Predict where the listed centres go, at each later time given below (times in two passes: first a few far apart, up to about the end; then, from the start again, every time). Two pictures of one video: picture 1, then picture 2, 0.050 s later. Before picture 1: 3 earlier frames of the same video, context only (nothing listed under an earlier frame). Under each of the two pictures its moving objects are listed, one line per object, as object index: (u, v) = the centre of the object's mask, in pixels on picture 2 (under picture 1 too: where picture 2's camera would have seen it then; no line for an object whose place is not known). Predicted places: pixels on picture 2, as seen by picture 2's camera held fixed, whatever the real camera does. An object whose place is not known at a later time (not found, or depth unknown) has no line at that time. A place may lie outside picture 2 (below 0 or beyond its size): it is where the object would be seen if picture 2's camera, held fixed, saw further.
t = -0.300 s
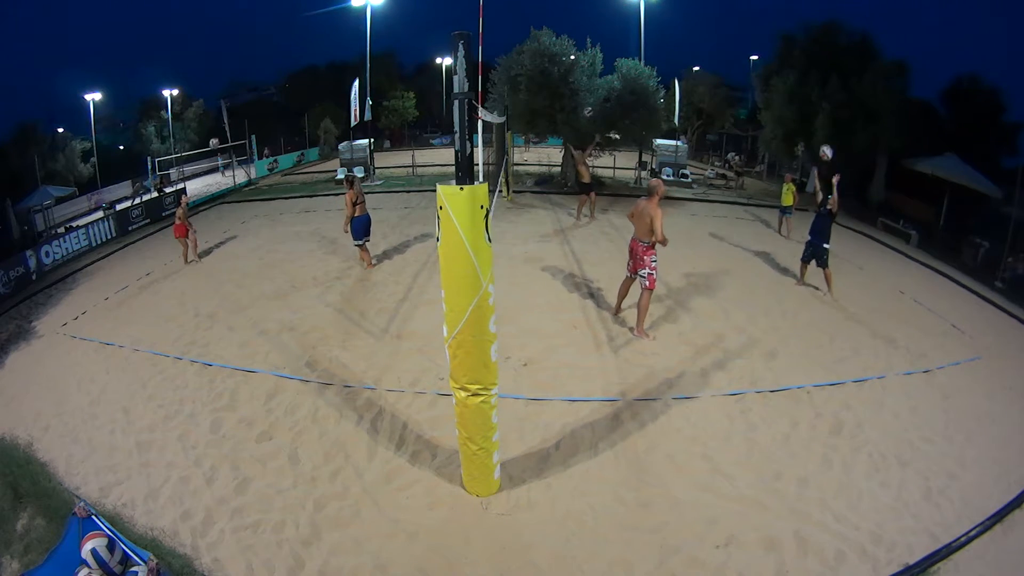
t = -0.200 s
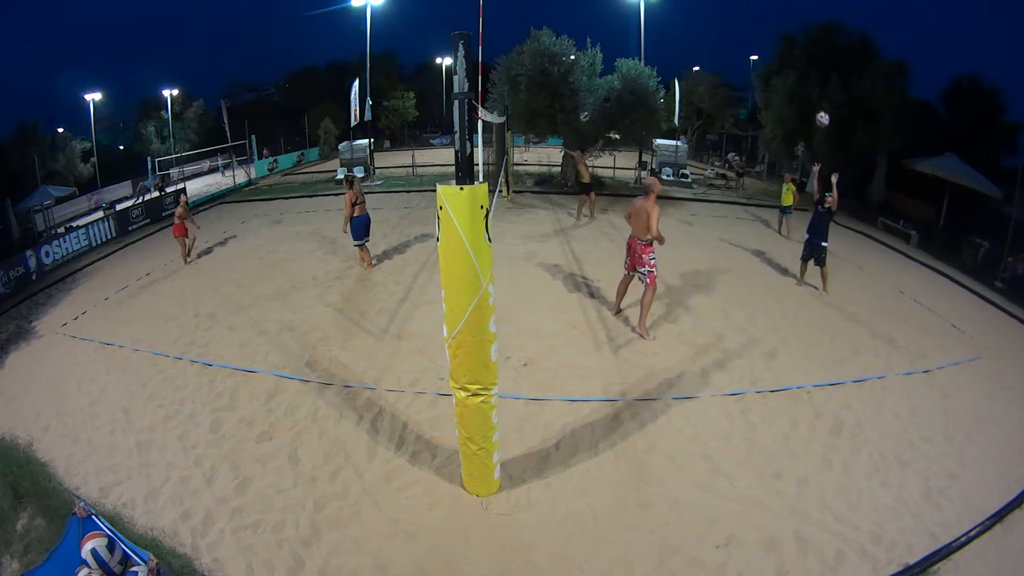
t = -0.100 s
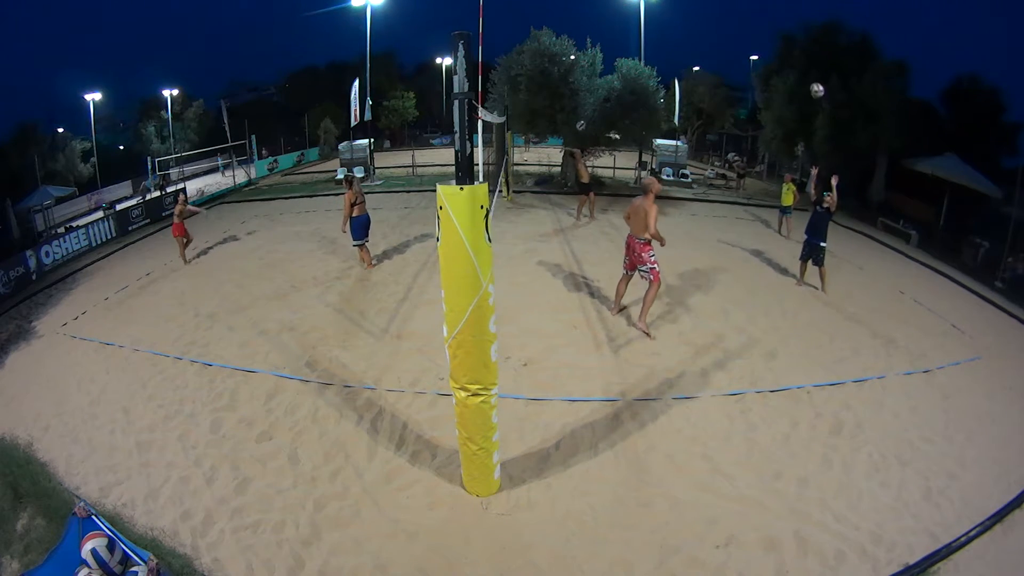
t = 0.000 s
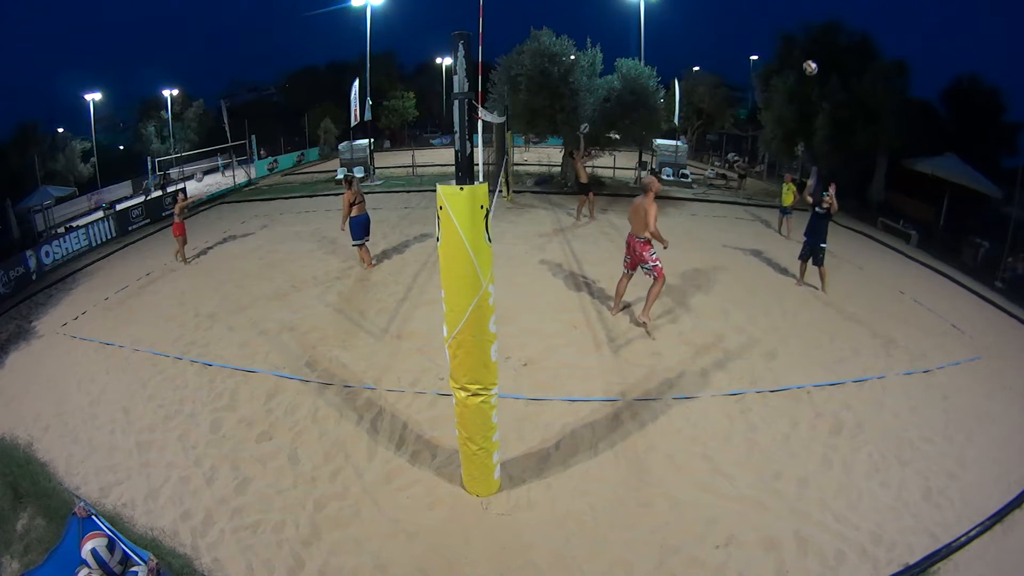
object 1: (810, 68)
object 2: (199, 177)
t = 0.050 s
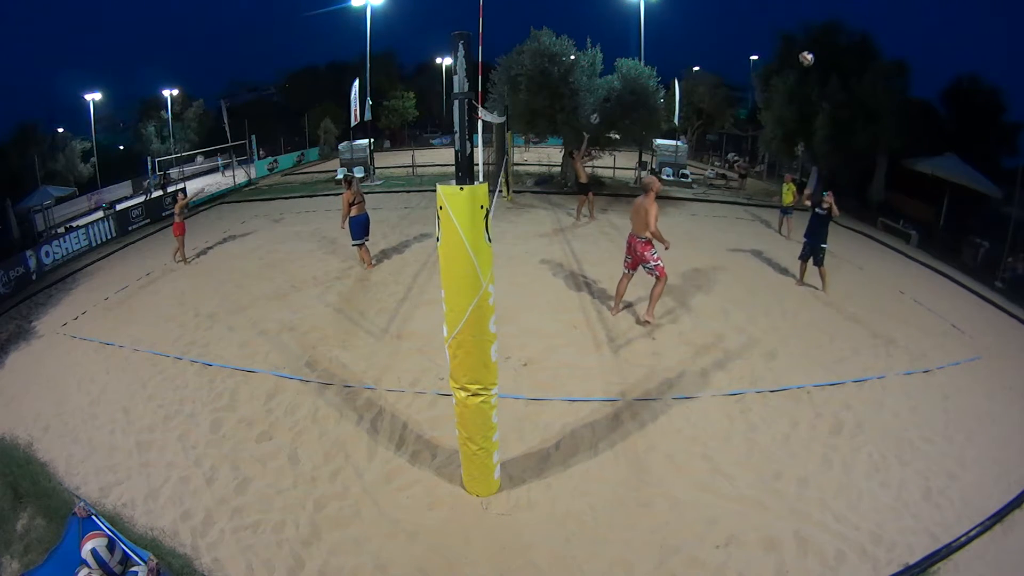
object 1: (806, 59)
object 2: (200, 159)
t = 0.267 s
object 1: (789, 37)
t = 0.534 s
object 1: (767, 54)
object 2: (227, 52)
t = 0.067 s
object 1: (805, 56)
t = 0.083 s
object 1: (804, 53)
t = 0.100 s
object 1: (803, 51)
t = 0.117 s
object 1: (801, 48)
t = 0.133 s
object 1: (800, 47)
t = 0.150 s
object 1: (798, 45)
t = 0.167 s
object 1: (797, 43)
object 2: (204, 125)
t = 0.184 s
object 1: (796, 42)
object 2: (205, 120)
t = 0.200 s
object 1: (794, 40)
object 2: (206, 116)
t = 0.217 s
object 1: (793, 39)
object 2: (207, 111)
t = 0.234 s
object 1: (792, 39)
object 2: (208, 106)
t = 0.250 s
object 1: (790, 38)
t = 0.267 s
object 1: (789, 37)
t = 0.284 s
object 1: (787, 37)
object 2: (211, 94)
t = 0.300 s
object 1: (786, 37)
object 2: (212, 91)
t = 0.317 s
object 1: (784, 37)
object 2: (213, 87)
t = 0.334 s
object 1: (783, 37)
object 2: (214, 84)
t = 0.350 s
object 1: (782, 37)
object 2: (215, 81)
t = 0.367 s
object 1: (780, 38)
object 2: (216, 76)
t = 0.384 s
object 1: (779, 39)
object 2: (217, 74)
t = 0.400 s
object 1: (778, 40)
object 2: (218, 71)
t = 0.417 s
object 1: (776, 41)
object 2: (219, 68)
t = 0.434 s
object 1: (775, 42)
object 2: (220, 65)
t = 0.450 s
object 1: (774, 43)
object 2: (221, 63)
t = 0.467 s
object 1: (772, 45)
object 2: (223, 60)
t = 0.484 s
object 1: (771, 47)
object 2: (224, 58)
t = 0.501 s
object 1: (770, 49)
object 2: (225, 56)
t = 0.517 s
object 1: (768, 52)
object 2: (226, 54)
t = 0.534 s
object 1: (767, 54)
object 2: (227, 52)
